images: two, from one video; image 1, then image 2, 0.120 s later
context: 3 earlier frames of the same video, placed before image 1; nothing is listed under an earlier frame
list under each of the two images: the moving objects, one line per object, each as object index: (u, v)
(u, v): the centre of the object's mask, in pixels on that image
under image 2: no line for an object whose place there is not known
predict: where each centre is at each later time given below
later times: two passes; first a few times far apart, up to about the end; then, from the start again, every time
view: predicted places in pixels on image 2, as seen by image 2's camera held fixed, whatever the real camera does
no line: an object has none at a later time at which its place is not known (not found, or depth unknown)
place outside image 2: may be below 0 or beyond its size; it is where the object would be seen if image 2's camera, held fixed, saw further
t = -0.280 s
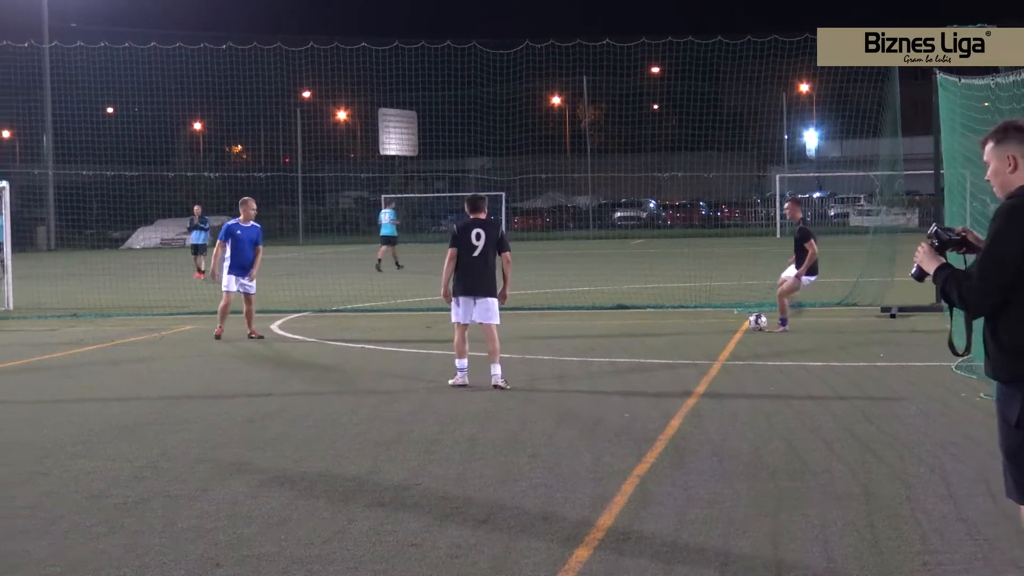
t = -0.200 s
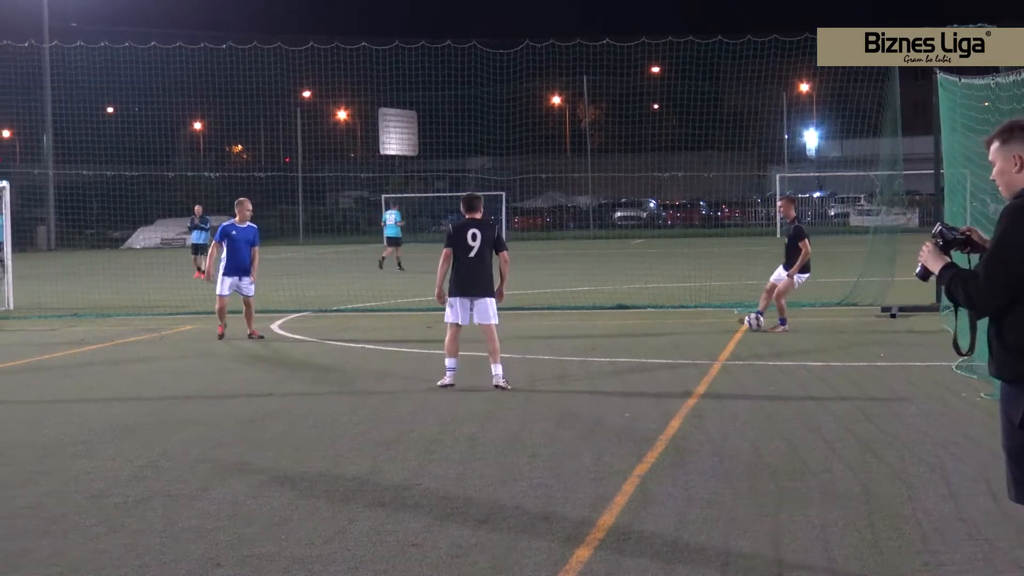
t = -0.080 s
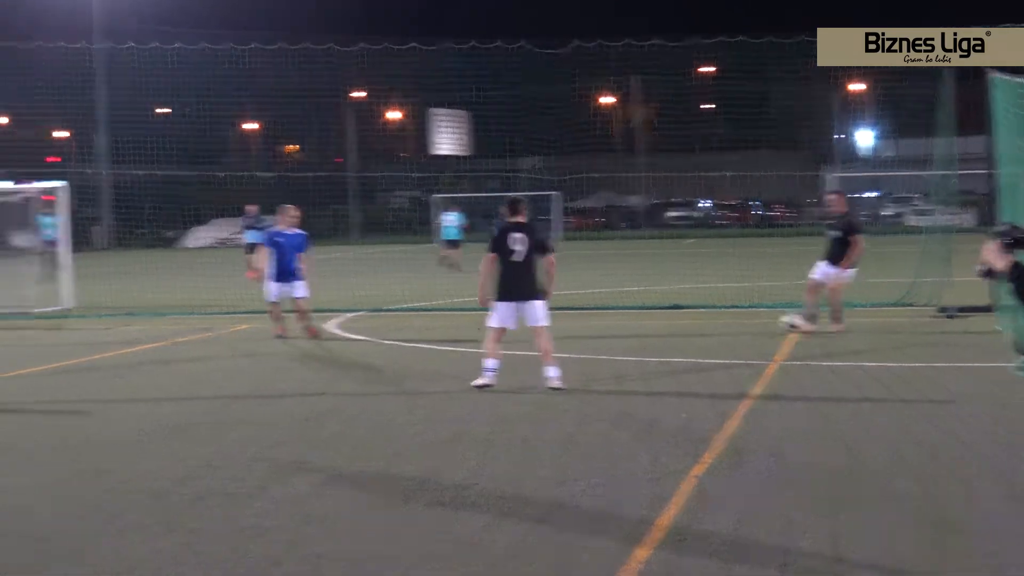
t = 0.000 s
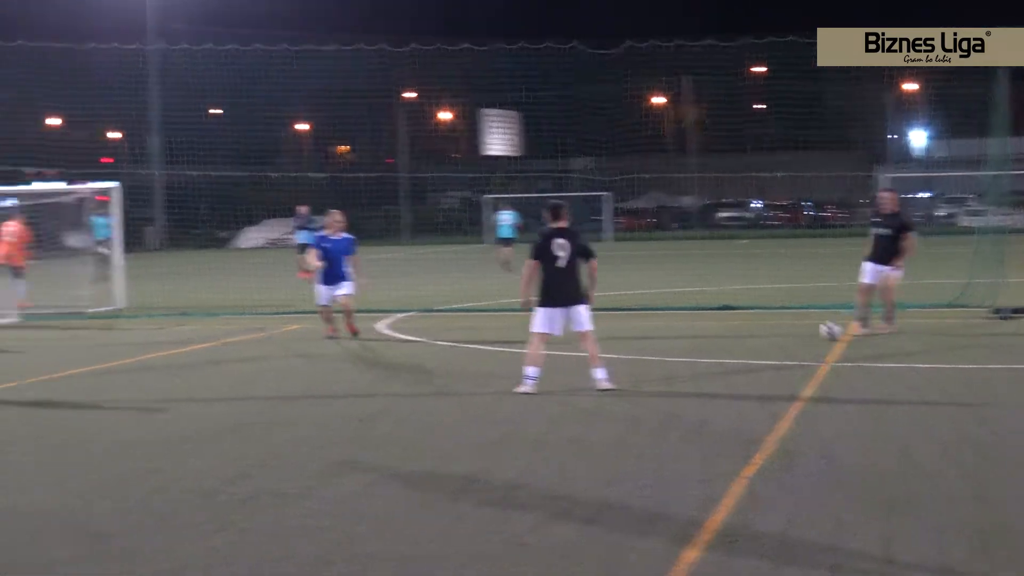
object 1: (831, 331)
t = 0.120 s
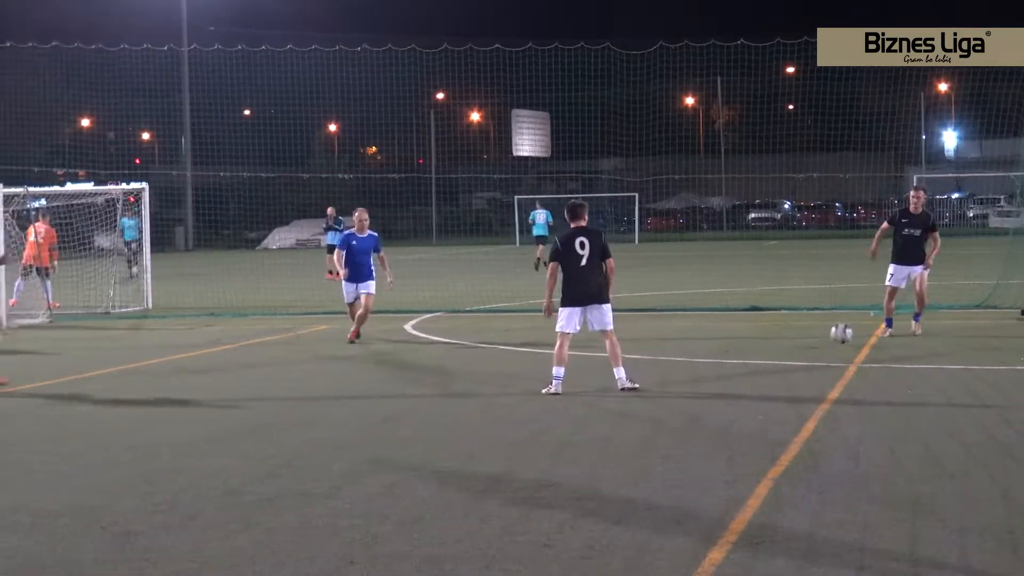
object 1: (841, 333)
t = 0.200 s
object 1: (829, 340)
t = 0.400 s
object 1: (800, 345)
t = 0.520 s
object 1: (781, 351)
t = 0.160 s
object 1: (835, 336)
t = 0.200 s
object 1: (829, 340)
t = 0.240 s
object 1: (823, 340)
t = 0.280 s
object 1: (818, 341)
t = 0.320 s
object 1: (812, 343)
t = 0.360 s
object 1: (806, 346)
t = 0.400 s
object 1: (800, 345)
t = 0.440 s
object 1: (794, 345)
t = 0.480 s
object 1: (787, 348)
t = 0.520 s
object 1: (781, 351)
